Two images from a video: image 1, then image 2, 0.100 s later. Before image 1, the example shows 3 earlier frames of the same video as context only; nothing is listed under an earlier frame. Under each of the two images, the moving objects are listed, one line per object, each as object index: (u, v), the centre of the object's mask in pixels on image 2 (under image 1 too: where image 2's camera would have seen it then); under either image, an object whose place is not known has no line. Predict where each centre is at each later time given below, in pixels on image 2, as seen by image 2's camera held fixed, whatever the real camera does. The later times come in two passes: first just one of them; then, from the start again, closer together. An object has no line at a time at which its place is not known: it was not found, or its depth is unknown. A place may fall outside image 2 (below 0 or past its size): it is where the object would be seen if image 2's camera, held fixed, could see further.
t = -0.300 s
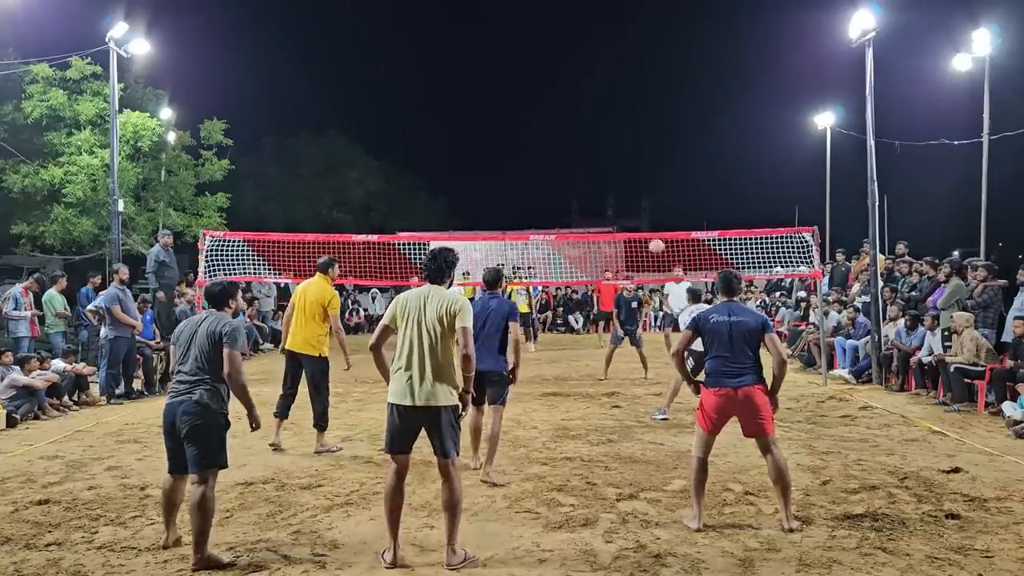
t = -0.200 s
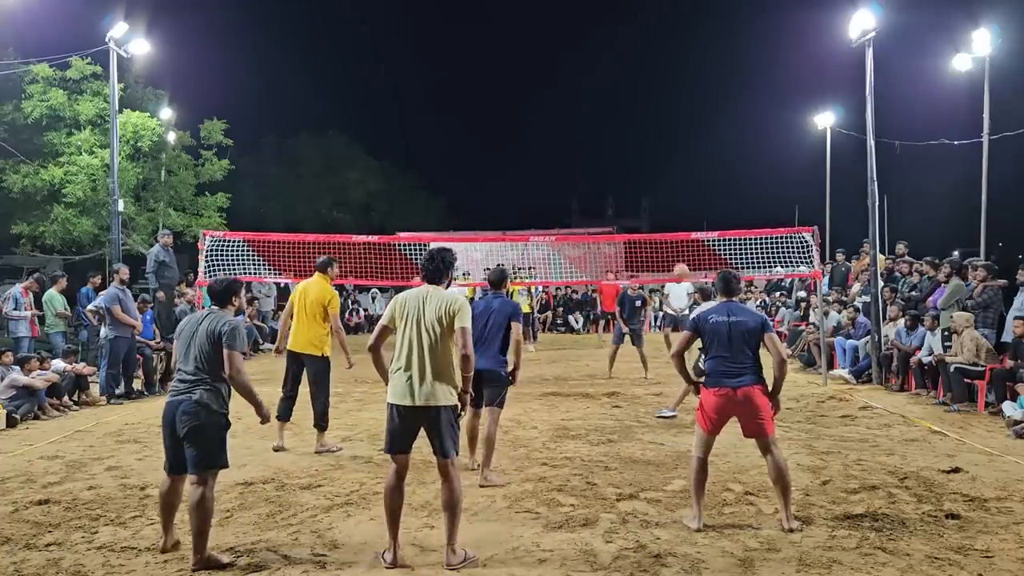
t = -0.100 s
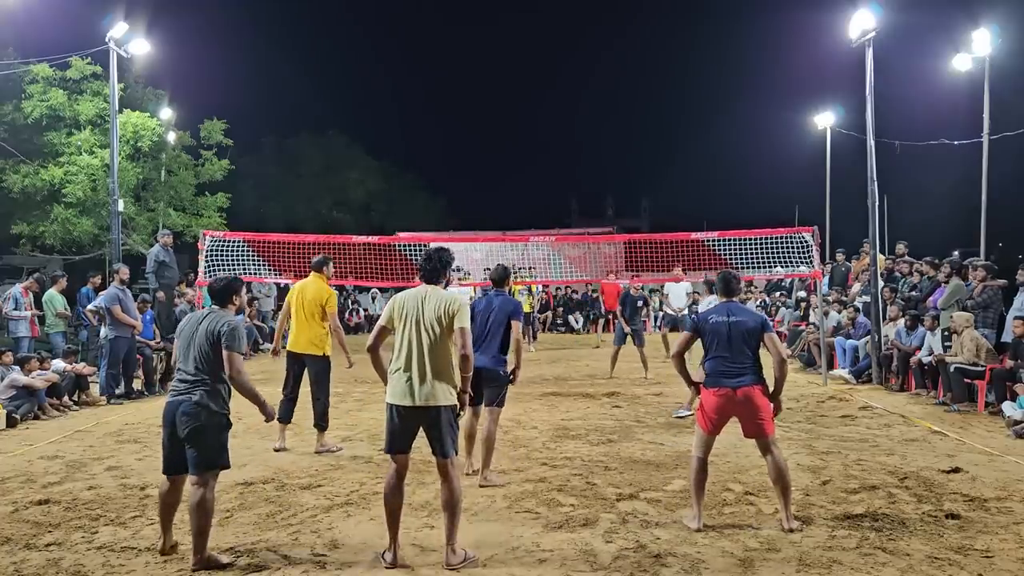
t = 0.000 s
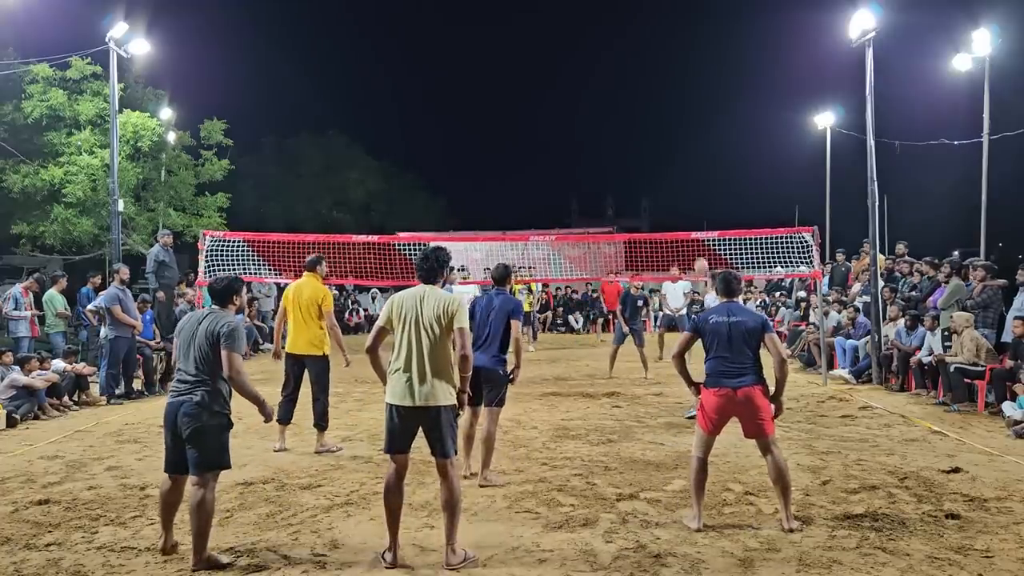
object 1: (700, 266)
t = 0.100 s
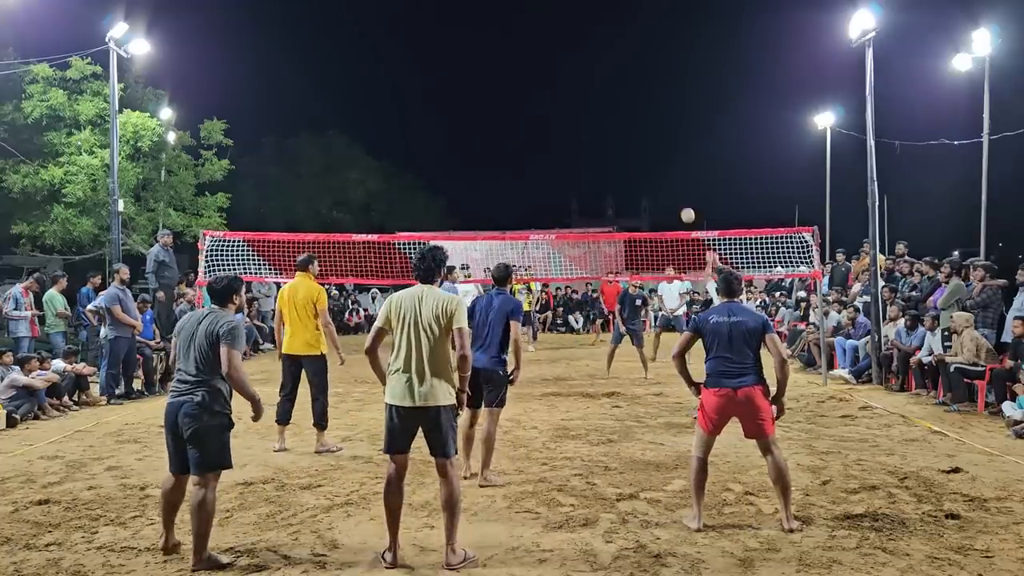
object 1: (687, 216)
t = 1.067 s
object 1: (618, 160)
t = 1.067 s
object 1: (618, 160)
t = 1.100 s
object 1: (617, 166)
